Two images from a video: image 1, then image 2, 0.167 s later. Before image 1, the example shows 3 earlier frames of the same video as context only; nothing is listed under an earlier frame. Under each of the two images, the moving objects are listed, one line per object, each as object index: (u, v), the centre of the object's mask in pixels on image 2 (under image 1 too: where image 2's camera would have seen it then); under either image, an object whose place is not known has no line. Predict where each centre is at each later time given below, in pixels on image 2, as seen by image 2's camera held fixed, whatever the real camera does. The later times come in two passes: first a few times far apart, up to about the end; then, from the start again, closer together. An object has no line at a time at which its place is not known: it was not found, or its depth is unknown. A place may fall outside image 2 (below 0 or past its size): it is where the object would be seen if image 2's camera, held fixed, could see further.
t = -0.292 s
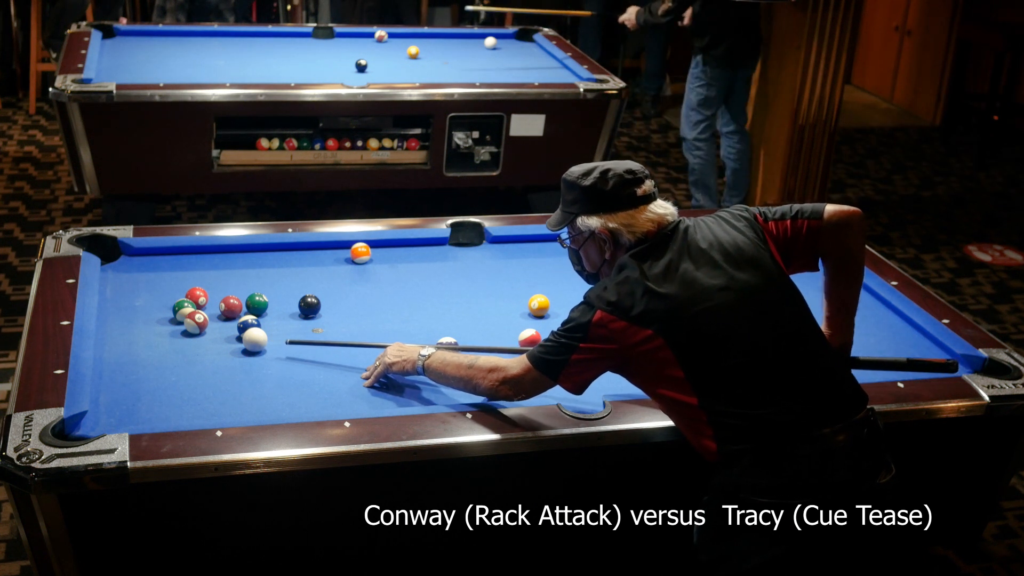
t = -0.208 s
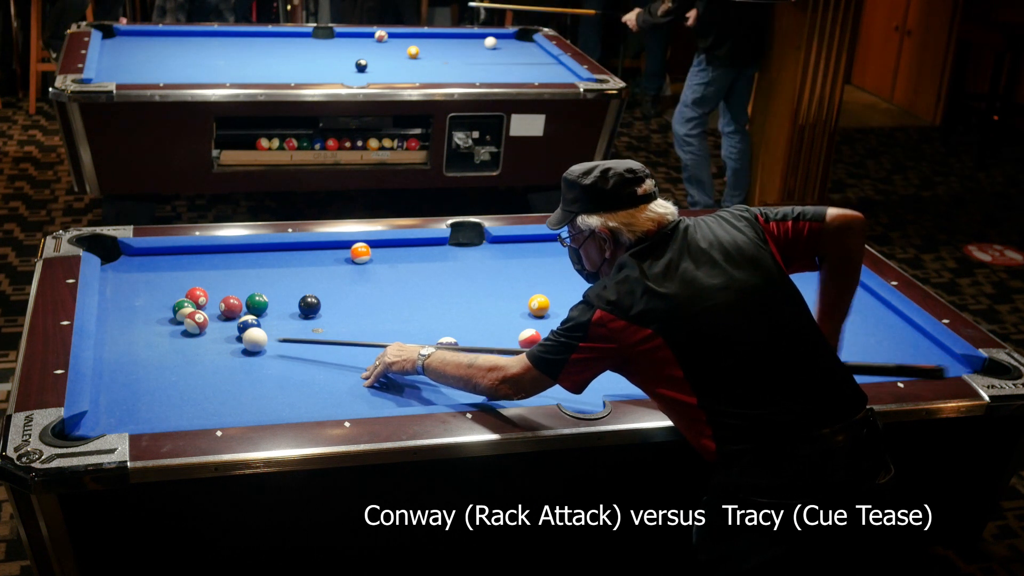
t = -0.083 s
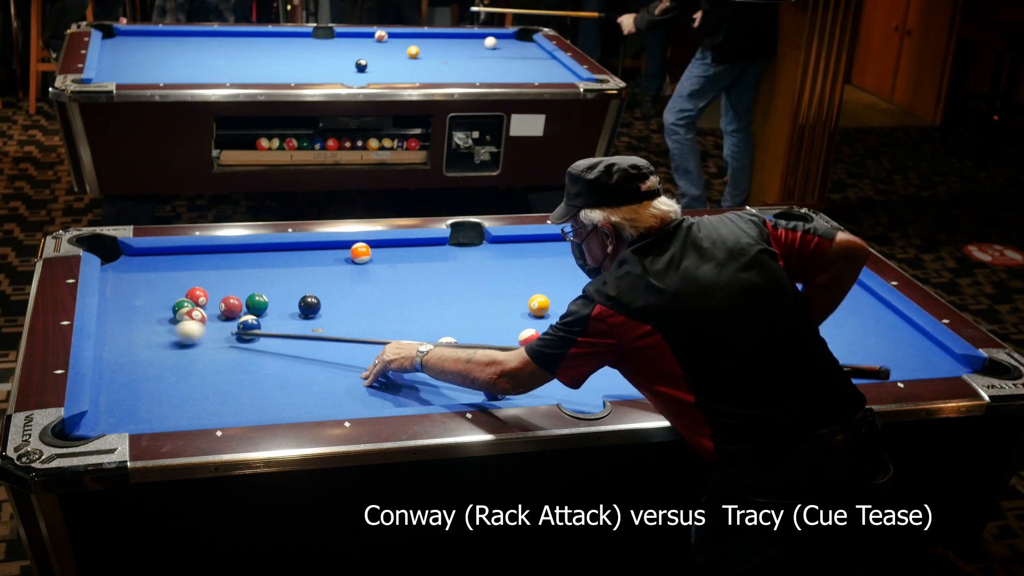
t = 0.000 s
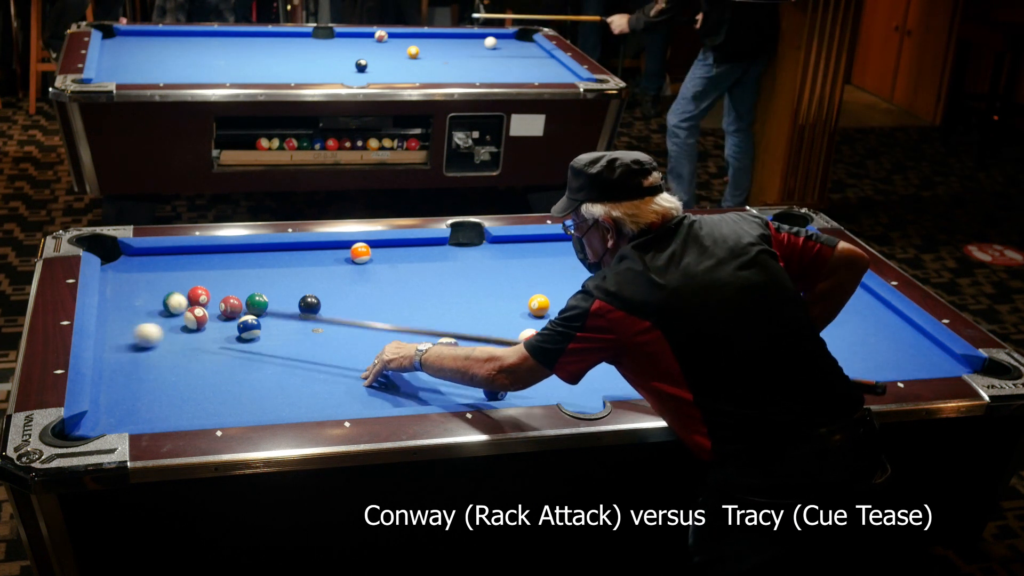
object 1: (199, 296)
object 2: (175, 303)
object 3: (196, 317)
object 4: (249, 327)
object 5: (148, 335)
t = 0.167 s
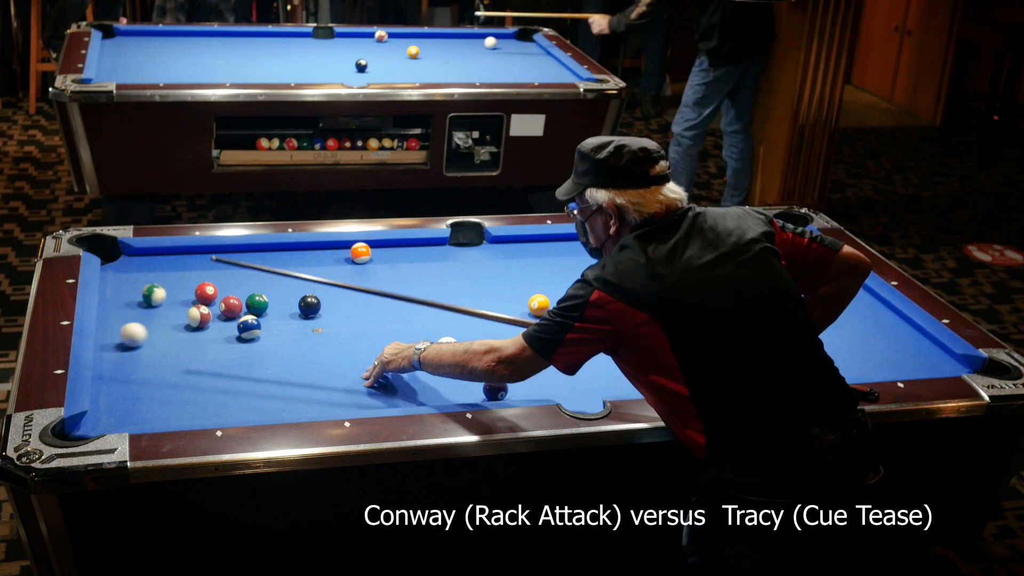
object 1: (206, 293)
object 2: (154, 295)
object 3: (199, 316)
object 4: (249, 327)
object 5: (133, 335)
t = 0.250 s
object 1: (210, 291)
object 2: (143, 290)
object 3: (200, 315)
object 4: (249, 327)
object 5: (157, 332)
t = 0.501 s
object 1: (220, 286)
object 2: (115, 279)
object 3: (203, 314)
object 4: (249, 327)
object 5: (222, 325)
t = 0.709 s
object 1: (226, 283)
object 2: (118, 271)
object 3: (205, 314)
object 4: (280, 329)
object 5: (238, 319)
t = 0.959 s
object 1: (234, 279)
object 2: (130, 263)
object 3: (206, 314)
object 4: (315, 331)
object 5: (254, 313)
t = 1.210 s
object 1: (240, 277)
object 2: (141, 256)
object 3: (206, 314)
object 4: (348, 332)
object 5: (264, 312)
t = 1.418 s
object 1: (245, 275)
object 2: (148, 254)
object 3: (206, 314)
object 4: (373, 333)
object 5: (271, 312)
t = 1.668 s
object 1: (249, 274)
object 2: (154, 256)
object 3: (206, 314)
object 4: (401, 335)
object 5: (278, 312)
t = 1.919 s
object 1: (252, 273)
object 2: (159, 258)
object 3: (206, 314)
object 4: (427, 337)
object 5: (283, 312)
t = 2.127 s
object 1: (254, 272)
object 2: (163, 260)
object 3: (206, 314)
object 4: (448, 333)
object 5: (284, 312)
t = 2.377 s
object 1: (254, 272)
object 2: (166, 261)
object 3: (206, 314)
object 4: (469, 339)
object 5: (284, 311)
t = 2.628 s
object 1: (254, 272)
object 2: (167, 261)
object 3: (206, 314)
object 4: (489, 340)
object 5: (284, 311)
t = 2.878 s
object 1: (254, 272)
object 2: (167, 262)
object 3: (206, 314)
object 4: (506, 341)
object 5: (284, 311)
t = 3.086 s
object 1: (254, 272)
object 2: (167, 262)
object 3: (206, 314)
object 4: (509, 342)
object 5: (284, 311)
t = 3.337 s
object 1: (254, 272)
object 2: (167, 262)
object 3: (206, 314)
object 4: (509, 343)
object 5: (284, 311)
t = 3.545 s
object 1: (254, 272)
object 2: (167, 262)
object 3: (206, 314)
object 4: (509, 343)
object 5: (284, 311)
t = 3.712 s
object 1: (254, 272)
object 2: (167, 262)
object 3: (206, 314)
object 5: (284, 311)
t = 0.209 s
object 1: (208, 292)
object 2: (149, 293)
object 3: (200, 316)
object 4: (249, 327)
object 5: (145, 333)
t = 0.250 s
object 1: (210, 291)
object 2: (143, 290)
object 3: (200, 315)
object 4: (249, 327)
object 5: (157, 332)
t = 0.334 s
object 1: (213, 289)
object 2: (134, 286)
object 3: (202, 315)
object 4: (249, 327)
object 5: (179, 330)
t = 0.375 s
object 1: (215, 288)
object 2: (129, 285)
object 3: (204, 313)
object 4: (249, 327)
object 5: (190, 328)
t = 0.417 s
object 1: (217, 288)
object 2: (125, 283)
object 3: (204, 311)
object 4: (249, 327)
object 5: (201, 327)
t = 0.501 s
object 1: (220, 286)
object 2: (115, 279)
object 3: (203, 314)
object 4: (249, 327)
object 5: (222, 325)
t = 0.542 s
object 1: (221, 285)
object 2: (111, 277)
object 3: (204, 314)
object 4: (255, 327)
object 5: (226, 324)
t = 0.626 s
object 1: (224, 284)
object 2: (114, 274)
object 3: (205, 314)
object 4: (268, 328)
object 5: (232, 321)
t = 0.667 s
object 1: (225, 283)
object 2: (116, 272)
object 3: (205, 314)
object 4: (274, 329)
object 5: (235, 320)
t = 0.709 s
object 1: (226, 283)
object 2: (118, 271)
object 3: (205, 314)
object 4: (280, 329)
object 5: (238, 319)
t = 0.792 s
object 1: (229, 281)
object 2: (122, 268)
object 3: (206, 314)
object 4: (292, 329)
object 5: (244, 316)
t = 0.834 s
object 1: (230, 281)
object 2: (124, 267)
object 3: (206, 314)
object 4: (298, 329)
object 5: (247, 315)
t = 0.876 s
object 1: (231, 280)
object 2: (126, 266)
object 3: (206, 314)
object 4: (304, 330)
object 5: (250, 314)
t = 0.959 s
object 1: (234, 279)
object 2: (130, 263)
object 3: (206, 314)
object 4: (315, 331)
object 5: (254, 313)
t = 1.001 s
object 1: (235, 279)
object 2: (132, 262)
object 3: (206, 314)
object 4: (321, 331)
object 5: (256, 313)
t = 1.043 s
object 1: (236, 278)
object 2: (134, 261)
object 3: (206, 314)
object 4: (326, 331)
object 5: (258, 312)
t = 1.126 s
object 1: (238, 278)
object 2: (137, 258)
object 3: (206, 314)
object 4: (337, 331)
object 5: (261, 312)
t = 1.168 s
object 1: (239, 277)
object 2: (139, 257)
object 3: (206, 314)
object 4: (342, 331)
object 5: (263, 312)
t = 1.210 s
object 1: (240, 277)
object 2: (141, 256)
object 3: (206, 314)
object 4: (348, 332)
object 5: (264, 312)
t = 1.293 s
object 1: (242, 276)
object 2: (144, 254)
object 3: (206, 314)
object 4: (358, 333)
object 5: (267, 312)
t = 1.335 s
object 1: (243, 276)
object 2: (146, 253)
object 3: (206, 314)
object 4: (362, 332)
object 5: (269, 312)
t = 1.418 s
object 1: (245, 275)
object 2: (148, 254)
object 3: (206, 314)
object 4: (373, 333)
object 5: (271, 312)
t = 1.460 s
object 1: (246, 275)
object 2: (149, 254)
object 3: (206, 314)
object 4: (378, 333)
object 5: (272, 312)
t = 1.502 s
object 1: (246, 275)
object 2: (150, 255)
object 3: (206, 314)
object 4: (383, 334)
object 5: (274, 312)
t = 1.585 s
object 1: (248, 274)
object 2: (152, 256)
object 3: (206, 314)
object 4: (392, 335)
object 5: (276, 312)
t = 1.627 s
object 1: (248, 274)
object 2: (153, 256)
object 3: (206, 314)
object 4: (397, 335)
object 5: (277, 312)
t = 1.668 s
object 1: (249, 274)
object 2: (154, 256)
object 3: (206, 314)
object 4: (401, 335)
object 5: (278, 312)
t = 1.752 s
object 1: (250, 273)
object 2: (156, 257)
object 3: (206, 314)
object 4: (410, 335)
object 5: (280, 312)
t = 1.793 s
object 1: (251, 273)
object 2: (157, 257)
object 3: (206, 314)
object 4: (415, 336)
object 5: (281, 312)
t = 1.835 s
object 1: (252, 273)
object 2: (158, 258)
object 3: (206, 314)
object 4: (419, 336)
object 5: (282, 312)
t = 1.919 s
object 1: (252, 273)
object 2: (159, 258)
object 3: (206, 314)
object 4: (427, 337)
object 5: (283, 312)
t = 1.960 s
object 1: (253, 272)
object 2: (160, 259)
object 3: (206, 314)
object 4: (430, 336)
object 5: (283, 312)
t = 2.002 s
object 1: (253, 272)
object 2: (161, 259)
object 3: (206, 314)
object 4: (434, 335)
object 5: (283, 312)
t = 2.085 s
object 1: (254, 272)
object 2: (162, 259)
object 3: (206, 314)
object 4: (442, 333)
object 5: (284, 311)
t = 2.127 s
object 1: (254, 272)
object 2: (163, 260)
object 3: (206, 314)
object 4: (448, 333)
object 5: (284, 312)
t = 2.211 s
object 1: (254, 272)
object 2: (164, 260)
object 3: (206, 314)
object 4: (457, 335)
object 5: (284, 311)
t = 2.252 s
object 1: (254, 272)
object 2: (164, 260)
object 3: (206, 314)
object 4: (461, 336)
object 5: (284, 311)
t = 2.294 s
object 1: (254, 272)
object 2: (165, 260)
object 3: (206, 314)
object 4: (464, 338)
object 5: (284, 311)
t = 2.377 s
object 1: (254, 272)
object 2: (166, 261)
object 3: (206, 314)
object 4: (469, 339)
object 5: (284, 311)
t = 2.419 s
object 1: (254, 272)
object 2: (166, 261)
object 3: (206, 314)
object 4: (472, 339)
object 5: (284, 311)
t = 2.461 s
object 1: (254, 272)
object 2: (166, 261)
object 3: (206, 314)
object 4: (476, 340)
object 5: (284, 311)
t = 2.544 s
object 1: (254, 272)
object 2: (167, 261)
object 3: (206, 314)
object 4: (482, 340)
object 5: (284, 311)
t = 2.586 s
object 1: (254, 272)
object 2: (167, 261)
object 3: (206, 314)
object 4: (485, 340)
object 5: (284, 311)
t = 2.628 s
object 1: (254, 272)
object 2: (167, 261)
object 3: (206, 314)
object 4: (489, 340)
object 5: (284, 311)
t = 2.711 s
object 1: (254, 272)
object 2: (167, 261)
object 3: (206, 314)
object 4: (495, 341)
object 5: (284, 311)
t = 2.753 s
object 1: (254, 272)
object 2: (167, 262)
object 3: (206, 314)
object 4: (498, 341)
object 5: (284, 311)
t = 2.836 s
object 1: (254, 272)
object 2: (167, 262)
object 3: (206, 314)
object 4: (503, 341)
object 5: (284, 311)
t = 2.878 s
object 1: (254, 272)
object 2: (167, 262)
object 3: (206, 314)
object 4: (506, 341)
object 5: (284, 311)
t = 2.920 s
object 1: (254, 272)
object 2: (167, 261)
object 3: (206, 314)
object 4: (507, 342)
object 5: (284, 311)
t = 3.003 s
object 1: (254, 272)
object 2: (167, 261)
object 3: (206, 314)
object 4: (508, 342)
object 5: (284, 311)
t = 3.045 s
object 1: (254, 272)
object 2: (166, 262)
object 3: (206, 314)
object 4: (508, 342)
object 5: (284, 311)
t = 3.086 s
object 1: (254, 272)
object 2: (167, 262)
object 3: (206, 314)
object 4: (509, 342)
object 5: (284, 311)
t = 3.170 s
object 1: (254, 272)
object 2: (167, 262)
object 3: (206, 314)
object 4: (509, 343)
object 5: (284, 311)
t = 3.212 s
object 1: (254, 272)
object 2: (167, 262)
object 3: (206, 314)
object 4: (509, 343)
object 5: (284, 311)
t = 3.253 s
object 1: (254, 272)
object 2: (167, 262)
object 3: (206, 314)
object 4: (509, 342)
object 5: (284, 311)
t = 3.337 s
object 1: (254, 272)
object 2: (167, 262)
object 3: (206, 314)
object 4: (509, 343)
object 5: (284, 311)
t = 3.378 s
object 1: (254, 272)
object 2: (167, 262)
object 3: (206, 314)
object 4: (509, 343)
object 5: (284, 311)
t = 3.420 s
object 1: (254, 272)
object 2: (167, 262)
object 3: (206, 314)
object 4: (509, 343)
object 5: (284, 311)
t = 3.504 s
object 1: (254, 272)
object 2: (167, 262)
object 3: (206, 314)
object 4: (509, 343)
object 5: (284, 311)
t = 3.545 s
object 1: (254, 272)
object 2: (167, 262)
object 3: (206, 314)
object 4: (509, 343)
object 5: (284, 311)
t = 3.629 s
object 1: (254, 272)
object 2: (167, 262)
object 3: (206, 314)
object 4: (509, 343)
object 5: (284, 311)
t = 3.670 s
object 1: (254, 272)
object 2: (167, 262)
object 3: (206, 314)
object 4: (509, 343)
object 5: (284, 311)
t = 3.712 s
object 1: (254, 272)
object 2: (167, 262)
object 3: (206, 314)
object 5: (284, 311)
